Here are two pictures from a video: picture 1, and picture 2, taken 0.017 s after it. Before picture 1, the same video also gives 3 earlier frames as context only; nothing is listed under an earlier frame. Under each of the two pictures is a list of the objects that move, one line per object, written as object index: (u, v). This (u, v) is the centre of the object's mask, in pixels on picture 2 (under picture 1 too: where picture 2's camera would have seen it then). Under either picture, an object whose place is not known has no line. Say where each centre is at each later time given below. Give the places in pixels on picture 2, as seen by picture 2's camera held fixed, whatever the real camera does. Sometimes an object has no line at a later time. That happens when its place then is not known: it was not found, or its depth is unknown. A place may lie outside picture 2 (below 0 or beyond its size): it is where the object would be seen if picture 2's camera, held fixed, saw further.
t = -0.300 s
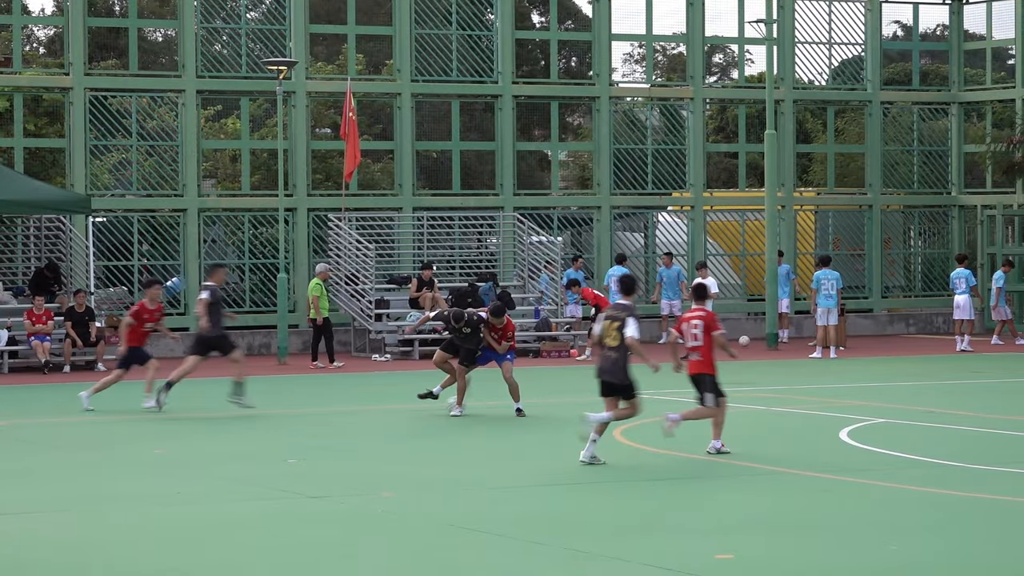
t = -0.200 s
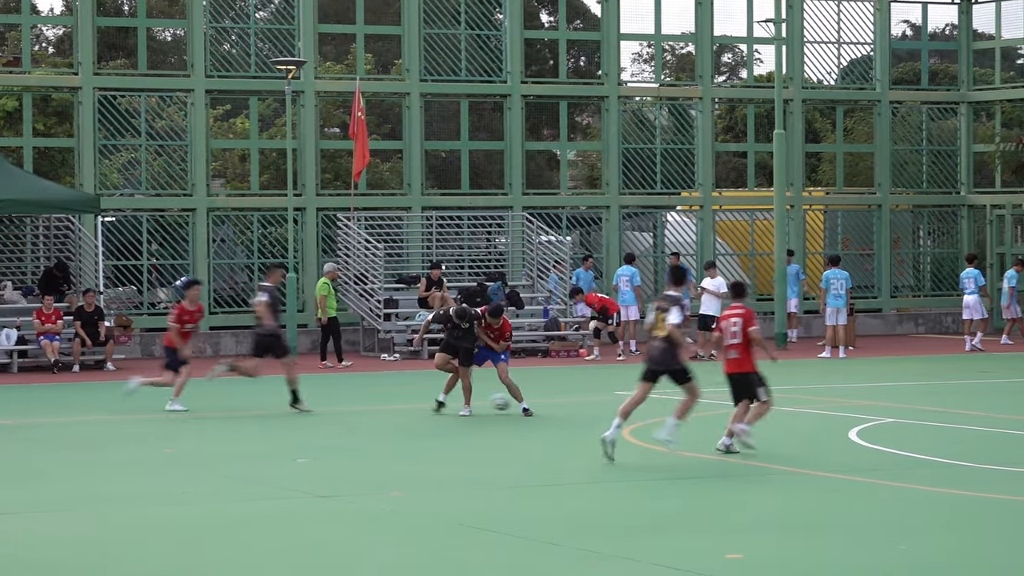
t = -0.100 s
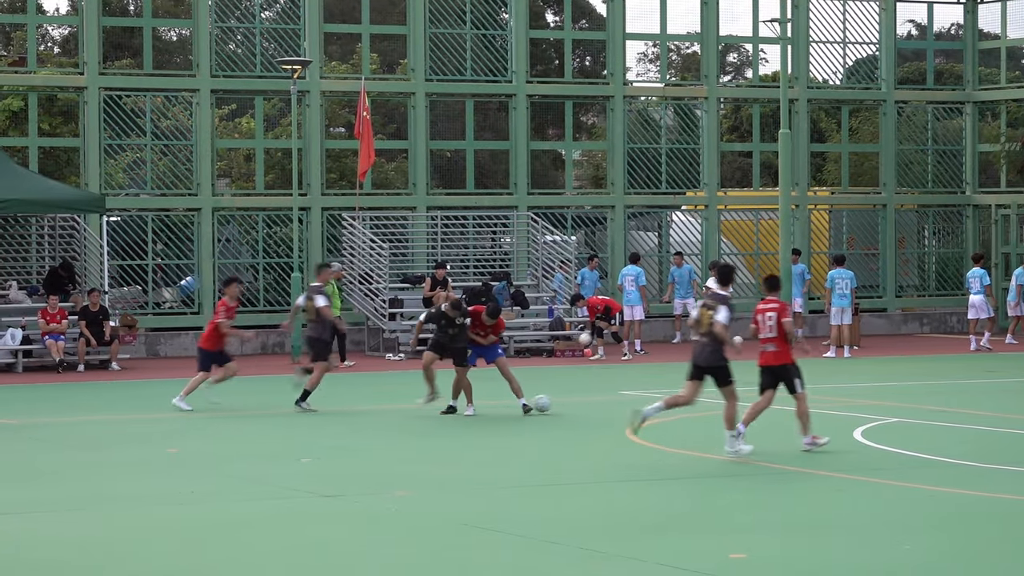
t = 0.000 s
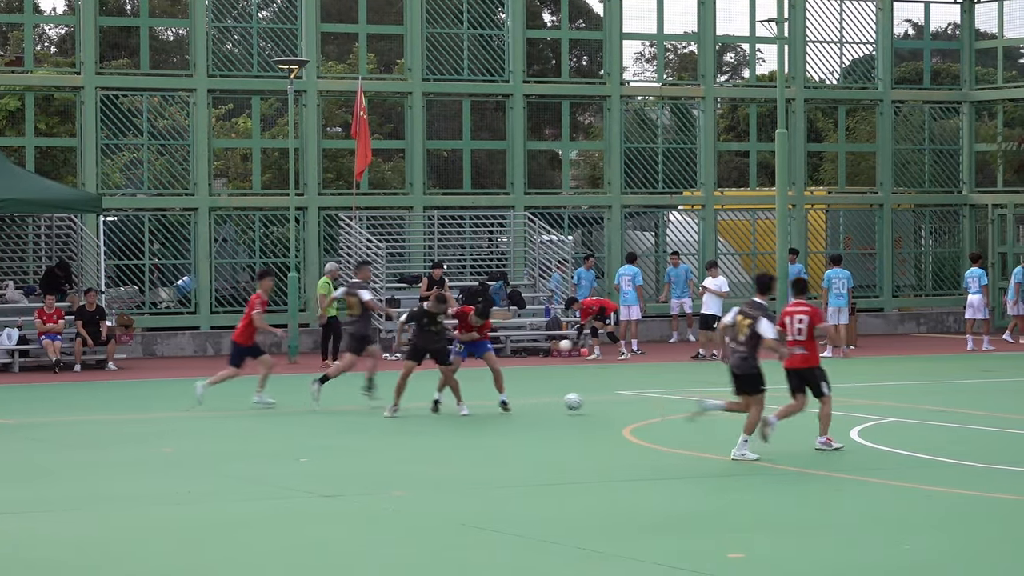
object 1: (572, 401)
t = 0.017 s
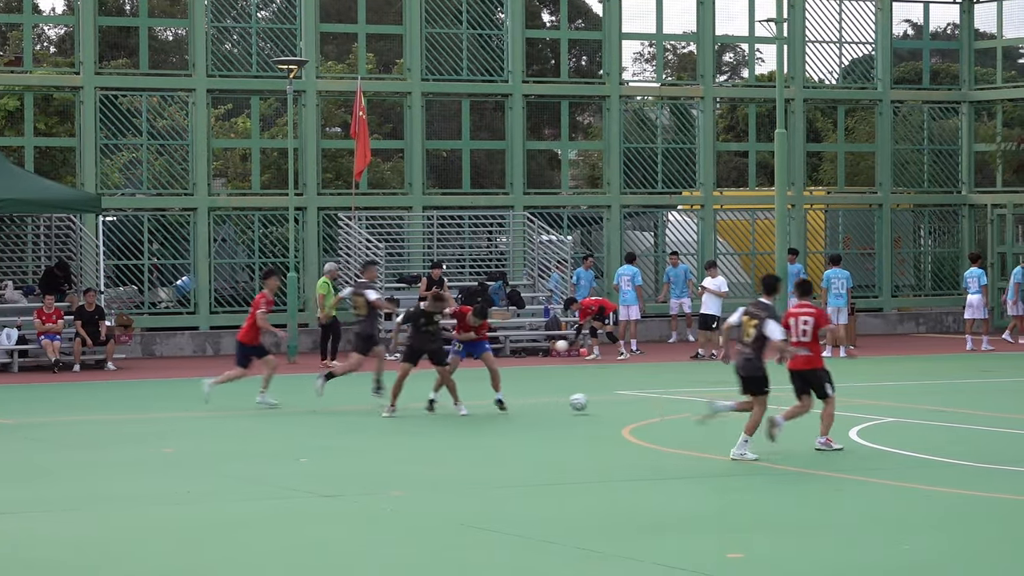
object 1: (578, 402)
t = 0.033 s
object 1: (584, 403)
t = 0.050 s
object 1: (590, 404)
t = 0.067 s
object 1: (596, 406)
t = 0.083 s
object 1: (603, 404)
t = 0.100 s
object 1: (609, 403)
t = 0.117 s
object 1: (614, 402)
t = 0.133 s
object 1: (621, 402)
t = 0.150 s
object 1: (627, 401)
